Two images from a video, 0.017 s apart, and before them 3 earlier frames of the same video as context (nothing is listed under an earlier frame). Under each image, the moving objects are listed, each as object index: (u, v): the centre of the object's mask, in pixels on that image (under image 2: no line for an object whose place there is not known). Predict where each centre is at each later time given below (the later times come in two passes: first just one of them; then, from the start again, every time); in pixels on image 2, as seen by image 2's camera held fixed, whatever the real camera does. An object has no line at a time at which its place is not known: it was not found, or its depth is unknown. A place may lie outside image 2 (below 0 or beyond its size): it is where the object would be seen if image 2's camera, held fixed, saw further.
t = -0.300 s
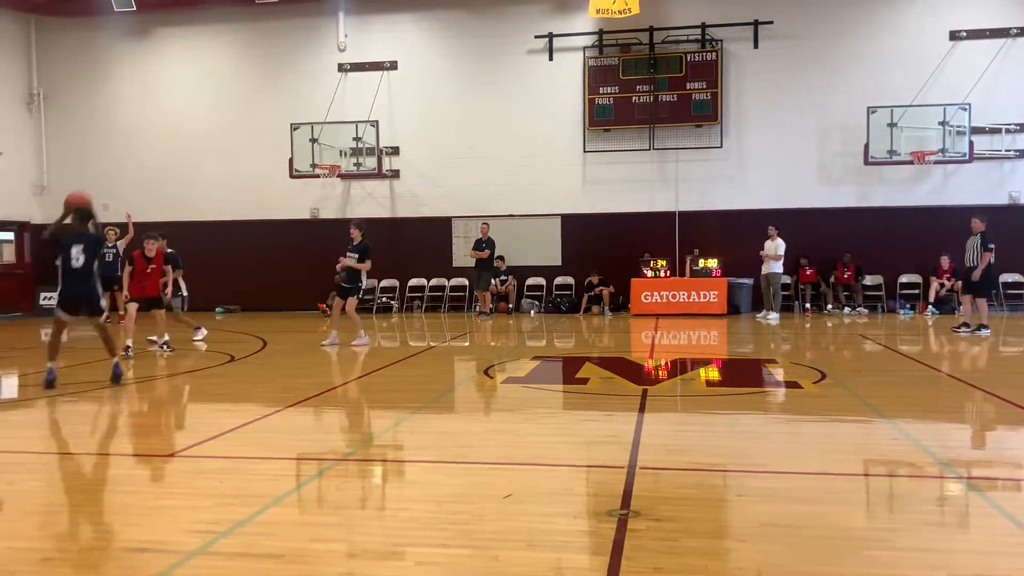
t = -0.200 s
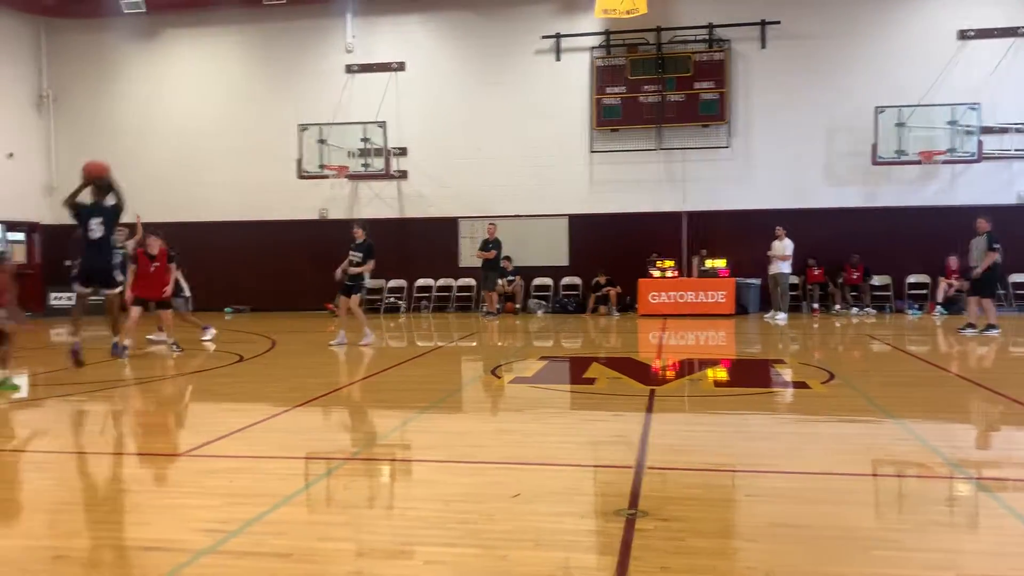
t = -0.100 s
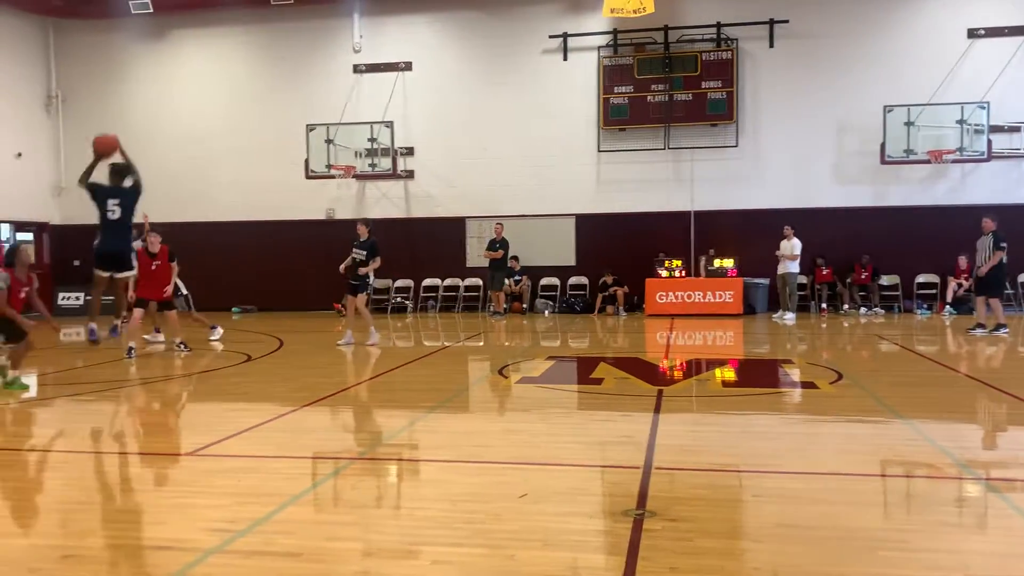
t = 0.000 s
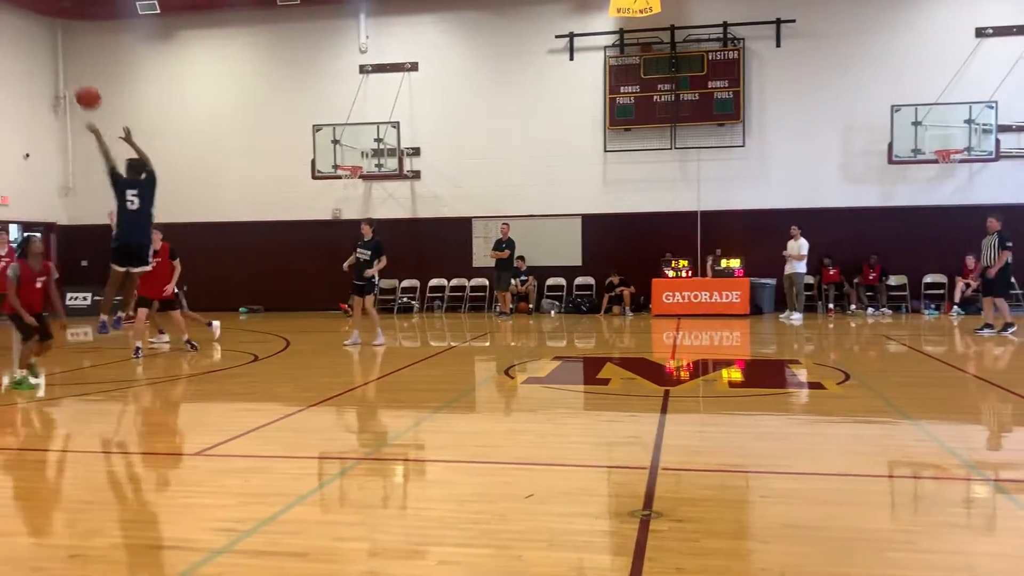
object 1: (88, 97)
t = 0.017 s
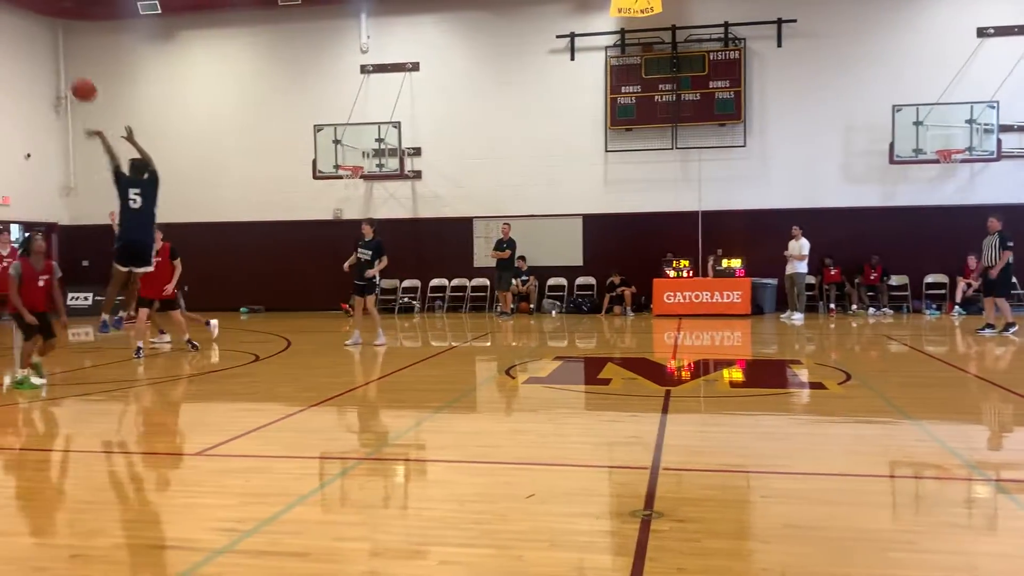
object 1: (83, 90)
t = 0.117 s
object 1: (51, 46)
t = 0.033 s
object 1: (78, 81)
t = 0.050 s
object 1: (72, 74)
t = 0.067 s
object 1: (67, 67)
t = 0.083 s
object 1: (61, 60)
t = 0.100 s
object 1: (56, 54)
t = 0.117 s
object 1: (51, 46)
